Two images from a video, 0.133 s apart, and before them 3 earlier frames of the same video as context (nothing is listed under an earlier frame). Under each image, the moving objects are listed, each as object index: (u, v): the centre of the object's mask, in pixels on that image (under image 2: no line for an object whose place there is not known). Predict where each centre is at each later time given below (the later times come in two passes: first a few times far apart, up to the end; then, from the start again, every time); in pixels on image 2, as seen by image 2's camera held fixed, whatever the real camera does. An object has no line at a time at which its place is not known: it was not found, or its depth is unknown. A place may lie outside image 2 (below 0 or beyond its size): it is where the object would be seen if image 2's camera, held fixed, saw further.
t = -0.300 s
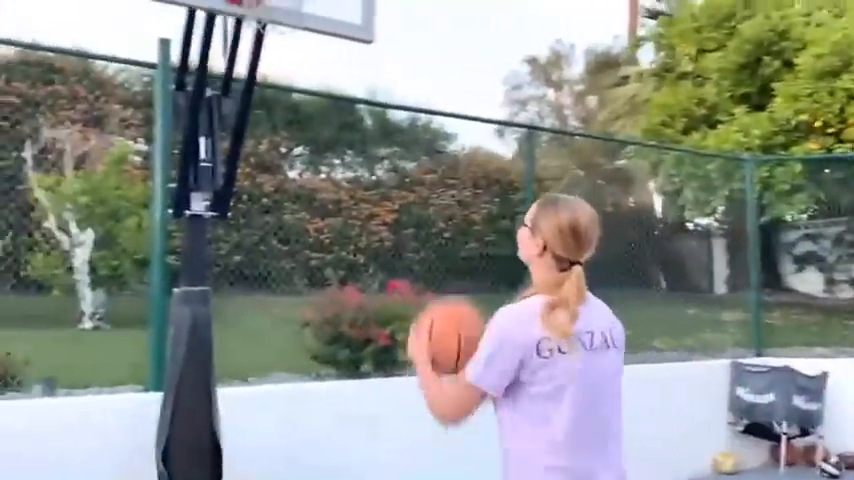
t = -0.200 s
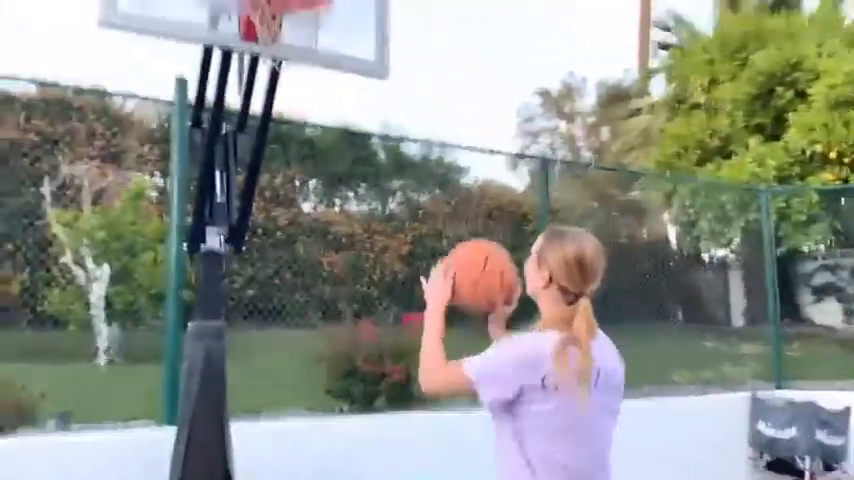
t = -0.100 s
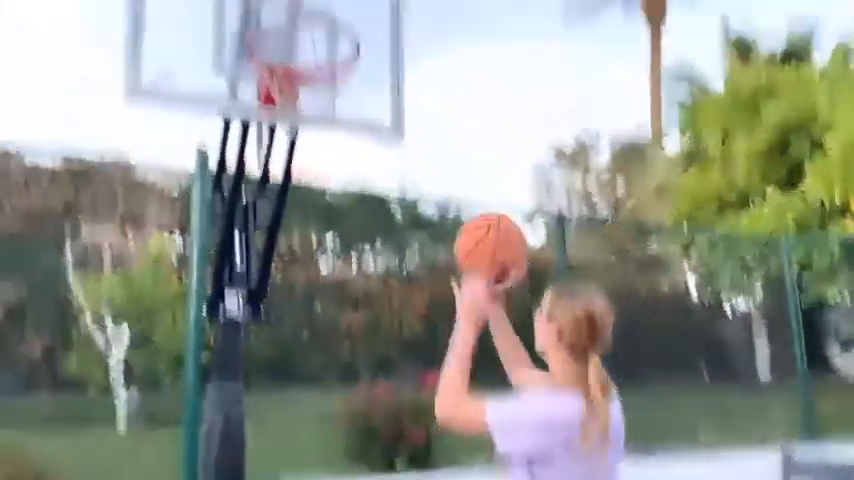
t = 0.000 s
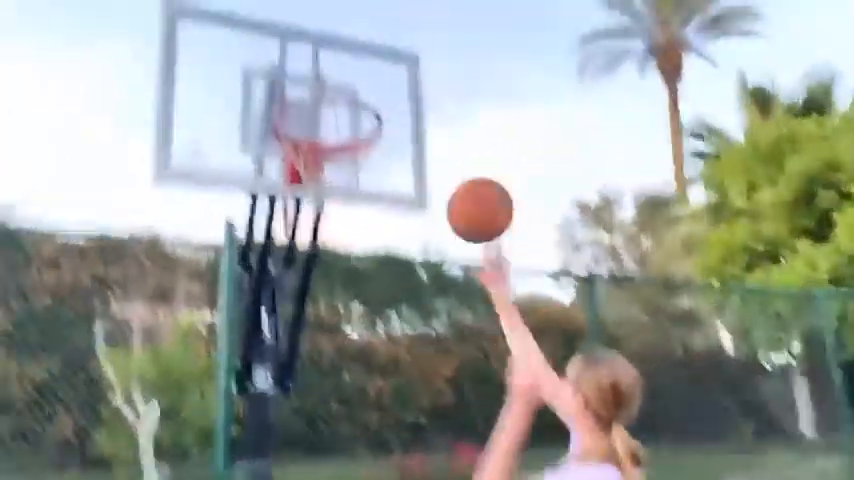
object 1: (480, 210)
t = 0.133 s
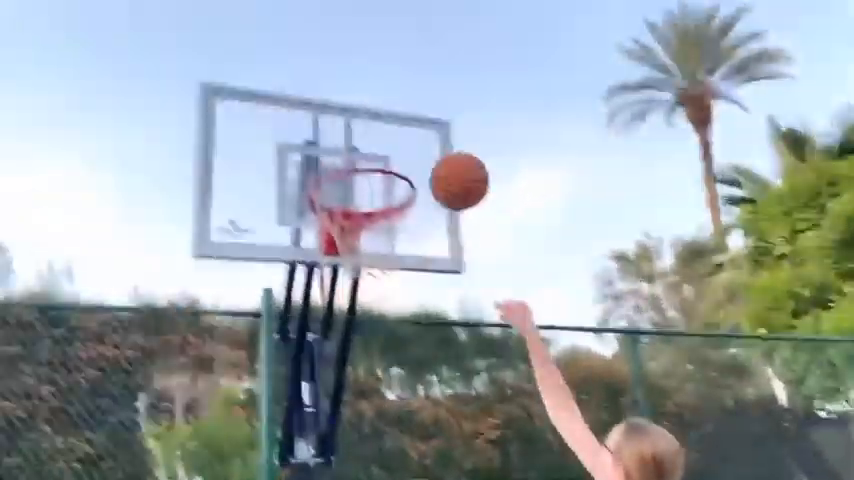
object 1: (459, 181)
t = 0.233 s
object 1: (424, 148)
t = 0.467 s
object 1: (365, 152)
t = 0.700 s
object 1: (350, 194)
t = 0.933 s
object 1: (371, 263)
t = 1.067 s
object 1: (392, 358)
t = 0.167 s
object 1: (446, 167)
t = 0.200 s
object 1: (435, 157)
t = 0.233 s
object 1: (424, 148)
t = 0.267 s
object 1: (414, 143)
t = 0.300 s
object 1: (405, 139)
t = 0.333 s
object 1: (396, 138)
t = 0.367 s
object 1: (388, 138)
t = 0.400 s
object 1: (379, 140)
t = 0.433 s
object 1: (372, 145)
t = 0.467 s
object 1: (365, 152)
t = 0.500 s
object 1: (357, 159)
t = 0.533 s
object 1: (352, 169)
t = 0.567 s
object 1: (347, 178)
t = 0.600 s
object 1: (348, 181)
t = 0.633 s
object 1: (348, 189)
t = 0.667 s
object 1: (350, 191)
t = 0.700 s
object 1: (350, 194)
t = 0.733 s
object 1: (351, 195)
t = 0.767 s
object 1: (355, 206)
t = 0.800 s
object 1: (357, 222)
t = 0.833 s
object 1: (360, 229)
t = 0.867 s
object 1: (363, 235)
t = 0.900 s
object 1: (367, 248)
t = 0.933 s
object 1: (371, 263)
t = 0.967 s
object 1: (376, 281)
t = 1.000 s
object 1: (381, 303)
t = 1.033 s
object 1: (387, 329)
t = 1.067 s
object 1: (392, 358)
